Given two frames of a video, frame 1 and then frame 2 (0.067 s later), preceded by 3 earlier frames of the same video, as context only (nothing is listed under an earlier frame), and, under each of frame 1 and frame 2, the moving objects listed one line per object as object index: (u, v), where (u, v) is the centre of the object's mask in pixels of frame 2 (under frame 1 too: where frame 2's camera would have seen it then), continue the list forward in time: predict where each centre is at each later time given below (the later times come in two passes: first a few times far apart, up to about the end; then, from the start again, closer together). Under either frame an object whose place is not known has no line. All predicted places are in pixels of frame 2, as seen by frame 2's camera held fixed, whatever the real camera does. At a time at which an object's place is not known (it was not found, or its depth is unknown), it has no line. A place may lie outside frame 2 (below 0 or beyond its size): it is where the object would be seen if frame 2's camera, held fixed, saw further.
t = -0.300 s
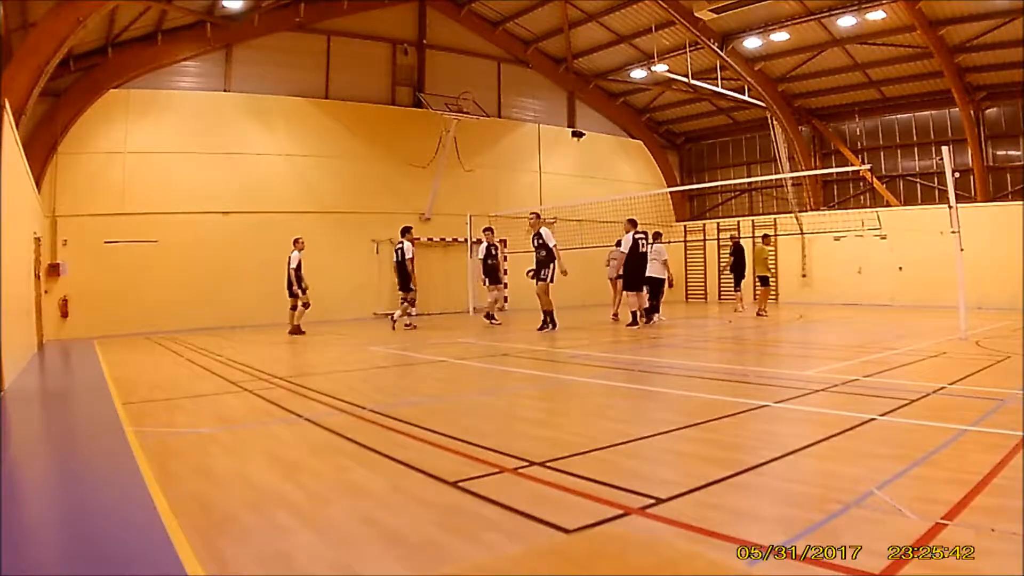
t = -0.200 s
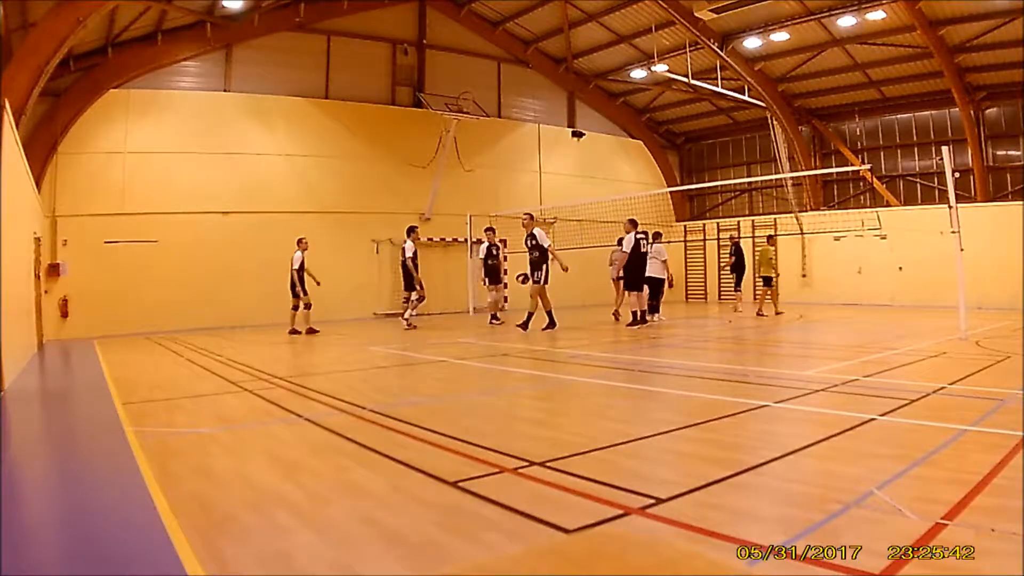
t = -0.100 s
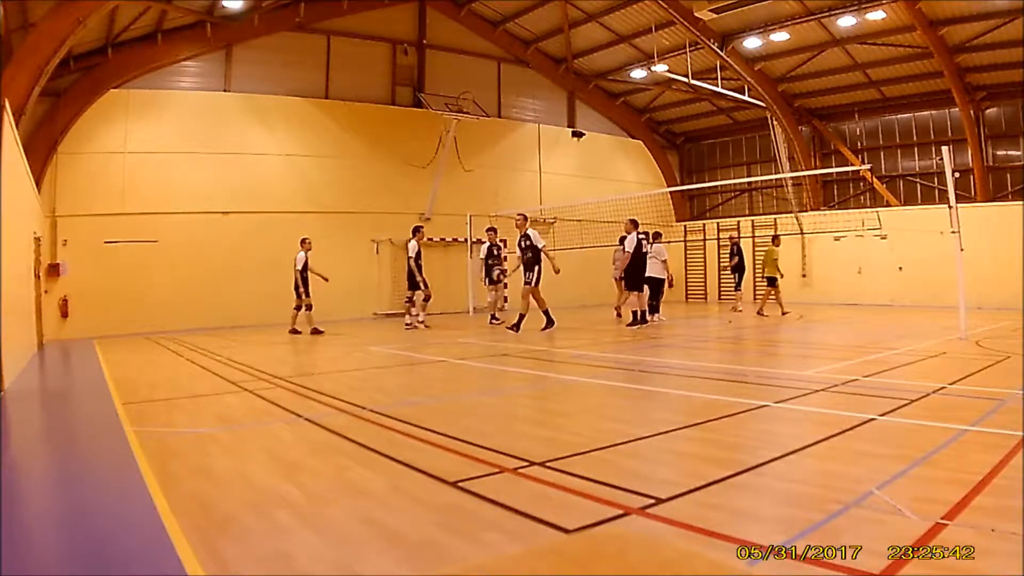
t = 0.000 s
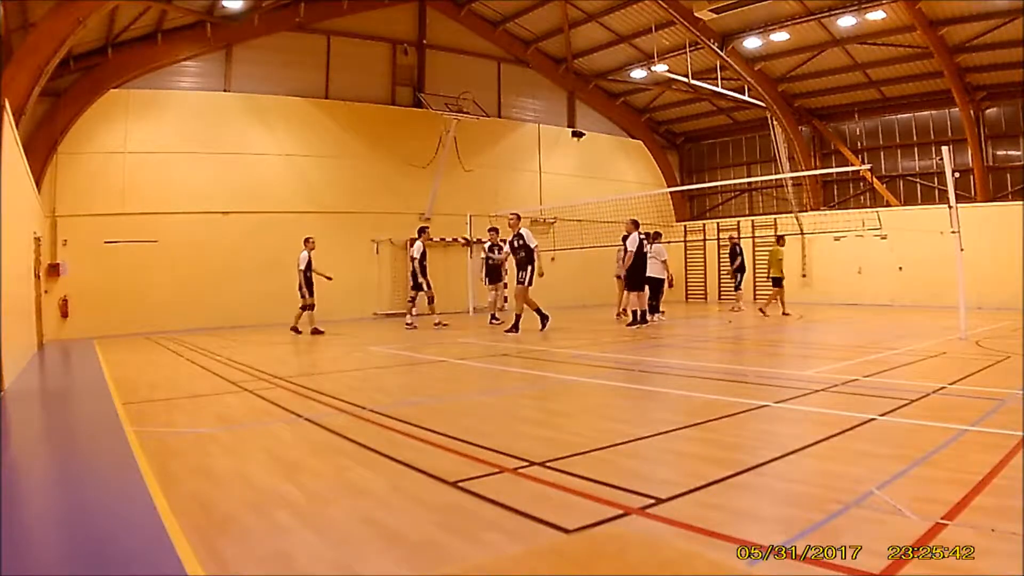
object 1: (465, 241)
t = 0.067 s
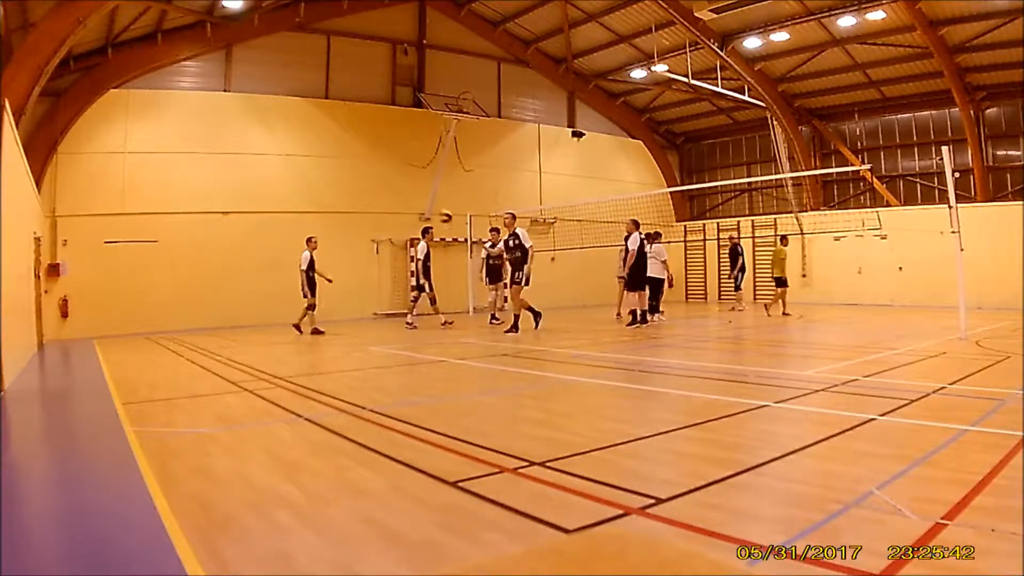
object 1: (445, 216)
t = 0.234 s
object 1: (390, 164)
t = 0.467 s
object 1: (311, 122)
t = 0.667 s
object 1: (239, 116)
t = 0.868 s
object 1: (165, 143)
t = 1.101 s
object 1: (79, 221)
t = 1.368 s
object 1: (39, 338)
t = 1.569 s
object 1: (93, 335)
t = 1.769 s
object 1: (142, 304)
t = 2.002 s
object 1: (201, 310)
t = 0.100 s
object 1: (435, 204)
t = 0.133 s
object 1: (423, 193)
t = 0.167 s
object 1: (412, 183)
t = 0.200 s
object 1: (403, 173)
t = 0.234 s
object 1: (390, 164)
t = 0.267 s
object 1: (380, 156)
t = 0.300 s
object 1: (368, 149)
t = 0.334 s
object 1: (357, 141)
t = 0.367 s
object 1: (346, 136)
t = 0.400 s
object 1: (335, 130)
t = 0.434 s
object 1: (323, 125)
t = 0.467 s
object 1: (311, 122)
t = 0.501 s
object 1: (299, 119)
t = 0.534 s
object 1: (288, 116)
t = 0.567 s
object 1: (275, 115)
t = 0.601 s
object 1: (264, 115)
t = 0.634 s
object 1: (252, 115)
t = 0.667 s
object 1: (239, 116)
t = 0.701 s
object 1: (228, 118)
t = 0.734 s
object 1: (216, 121)
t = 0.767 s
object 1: (203, 126)
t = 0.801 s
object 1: (191, 130)
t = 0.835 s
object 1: (178, 137)
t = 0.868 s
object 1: (165, 143)
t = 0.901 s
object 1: (154, 152)
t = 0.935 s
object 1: (140, 160)
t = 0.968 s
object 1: (128, 169)
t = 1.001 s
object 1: (117, 180)
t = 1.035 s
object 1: (103, 193)
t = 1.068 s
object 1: (92, 204)
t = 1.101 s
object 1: (79, 221)
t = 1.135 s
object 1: (68, 235)
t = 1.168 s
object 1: (58, 250)
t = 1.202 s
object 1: (43, 269)
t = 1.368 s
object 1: (39, 338)
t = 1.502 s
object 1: (77, 352)
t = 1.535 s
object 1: (85, 344)
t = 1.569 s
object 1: (93, 335)
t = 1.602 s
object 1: (101, 328)
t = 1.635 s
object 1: (108, 322)
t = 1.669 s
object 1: (117, 315)
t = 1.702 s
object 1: (125, 310)
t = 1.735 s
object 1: (134, 307)
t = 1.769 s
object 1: (142, 304)
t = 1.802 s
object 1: (151, 302)
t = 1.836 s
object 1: (159, 302)
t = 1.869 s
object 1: (168, 301)
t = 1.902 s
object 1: (176, 302)
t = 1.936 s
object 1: (184, 304)
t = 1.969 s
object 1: (193, 307)
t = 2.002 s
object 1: (201, 310)
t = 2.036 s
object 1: (210, 315)
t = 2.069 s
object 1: (219, 320)
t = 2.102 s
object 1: (227, 326)
